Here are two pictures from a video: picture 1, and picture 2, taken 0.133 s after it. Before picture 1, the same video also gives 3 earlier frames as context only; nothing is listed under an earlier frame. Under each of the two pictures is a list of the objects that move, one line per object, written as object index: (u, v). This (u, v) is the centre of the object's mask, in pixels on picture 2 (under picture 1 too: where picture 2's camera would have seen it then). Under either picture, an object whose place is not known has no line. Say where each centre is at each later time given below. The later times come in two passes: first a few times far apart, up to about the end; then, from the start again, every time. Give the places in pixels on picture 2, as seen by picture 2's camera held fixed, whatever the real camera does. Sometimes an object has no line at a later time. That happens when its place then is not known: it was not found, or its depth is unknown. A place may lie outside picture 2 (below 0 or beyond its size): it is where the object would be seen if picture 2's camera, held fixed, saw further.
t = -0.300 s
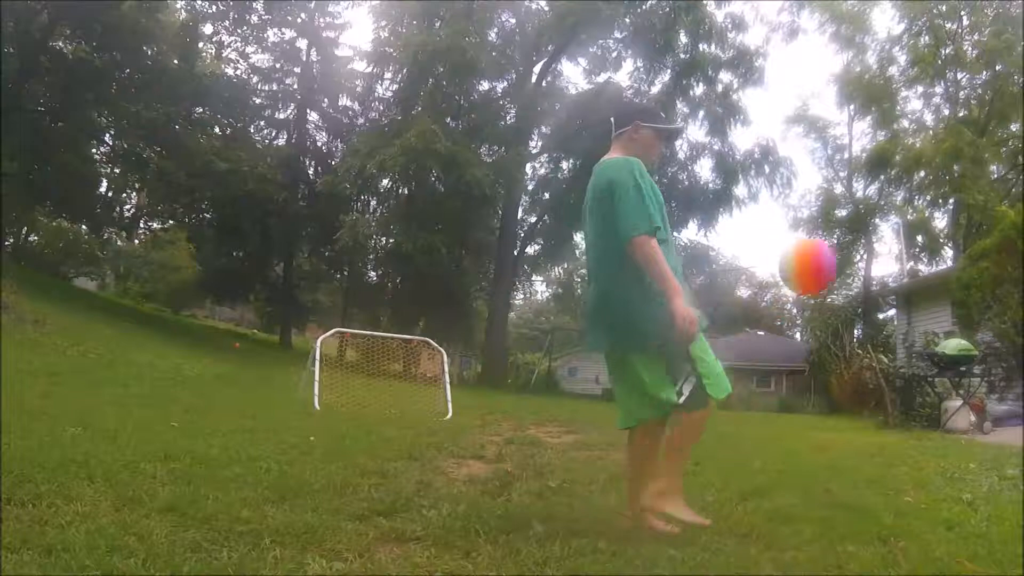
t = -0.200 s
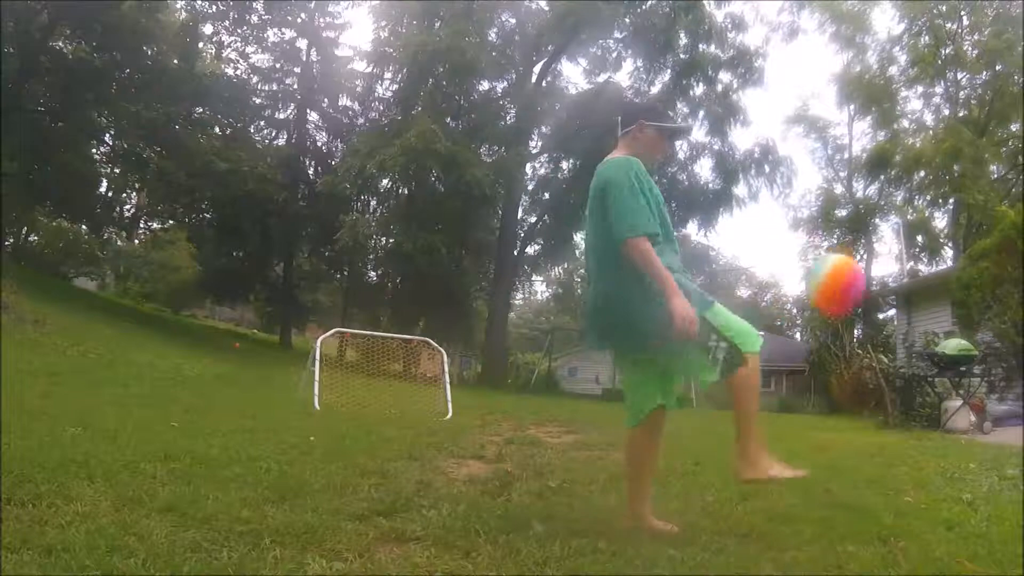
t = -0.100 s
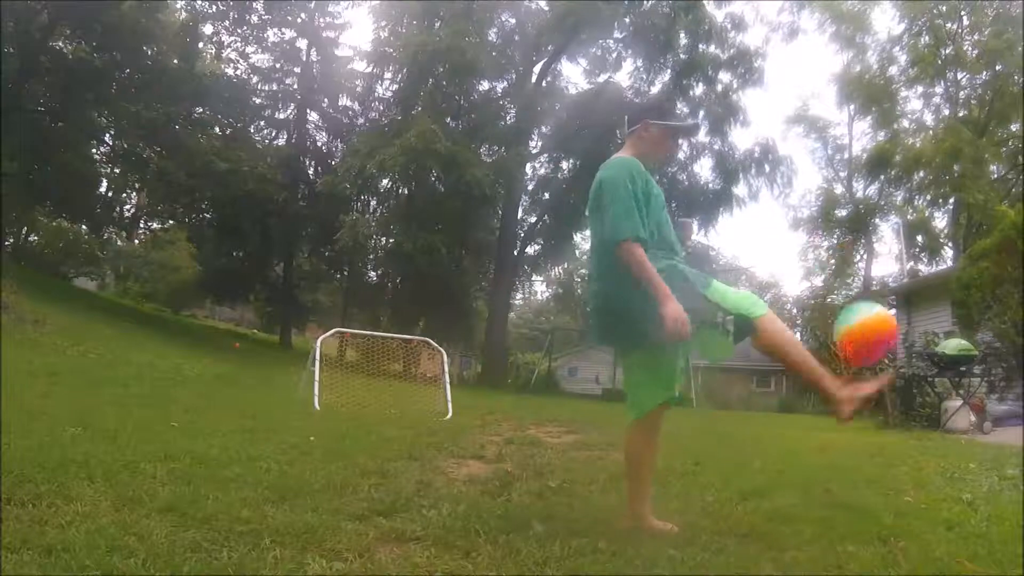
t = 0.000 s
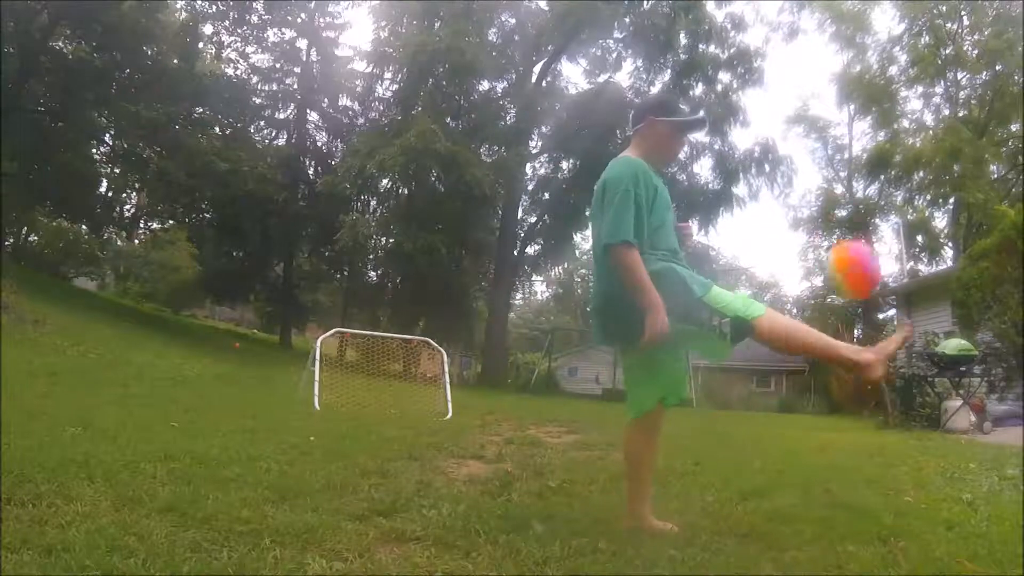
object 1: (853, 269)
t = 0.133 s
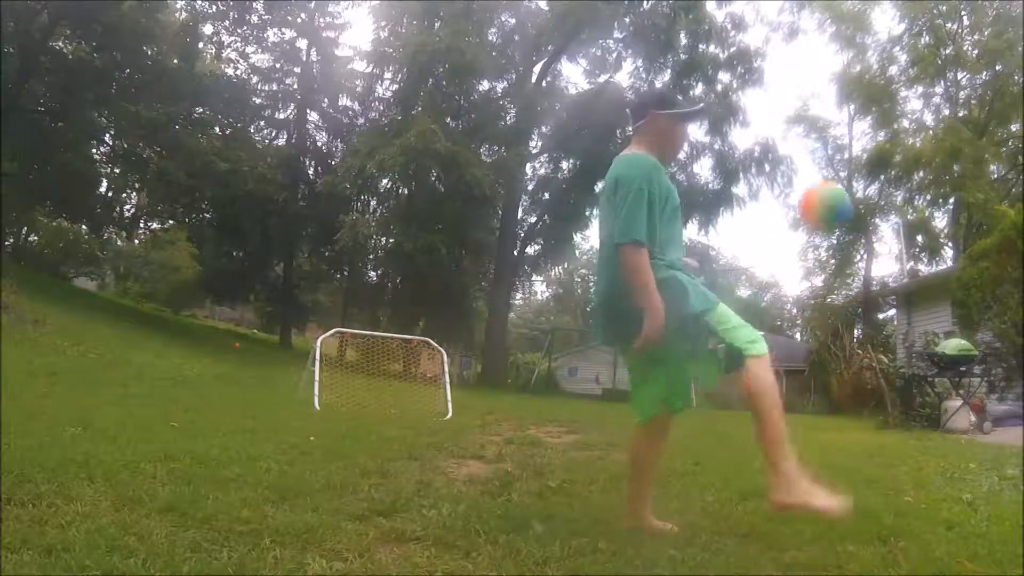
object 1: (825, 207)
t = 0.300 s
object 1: (802, 190)
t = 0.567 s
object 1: (770, 274)
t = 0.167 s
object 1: (820, 200)
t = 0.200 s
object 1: (815, 193)
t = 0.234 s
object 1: (812, 191)
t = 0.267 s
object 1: (810, 191)
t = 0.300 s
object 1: (802, 190)
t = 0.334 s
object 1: (797, 192)
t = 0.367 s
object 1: (792, 196)
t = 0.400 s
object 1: (787, 205)
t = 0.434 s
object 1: (783, 214)
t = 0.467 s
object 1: (780, 226)
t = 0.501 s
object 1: (777, 241)
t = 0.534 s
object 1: (773, 258)
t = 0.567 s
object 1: (770, 274)
